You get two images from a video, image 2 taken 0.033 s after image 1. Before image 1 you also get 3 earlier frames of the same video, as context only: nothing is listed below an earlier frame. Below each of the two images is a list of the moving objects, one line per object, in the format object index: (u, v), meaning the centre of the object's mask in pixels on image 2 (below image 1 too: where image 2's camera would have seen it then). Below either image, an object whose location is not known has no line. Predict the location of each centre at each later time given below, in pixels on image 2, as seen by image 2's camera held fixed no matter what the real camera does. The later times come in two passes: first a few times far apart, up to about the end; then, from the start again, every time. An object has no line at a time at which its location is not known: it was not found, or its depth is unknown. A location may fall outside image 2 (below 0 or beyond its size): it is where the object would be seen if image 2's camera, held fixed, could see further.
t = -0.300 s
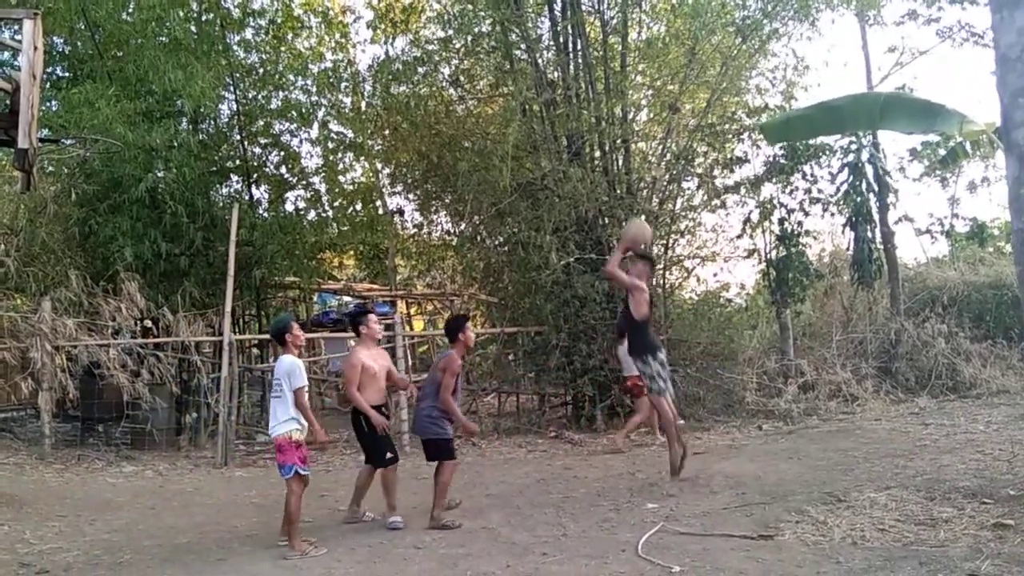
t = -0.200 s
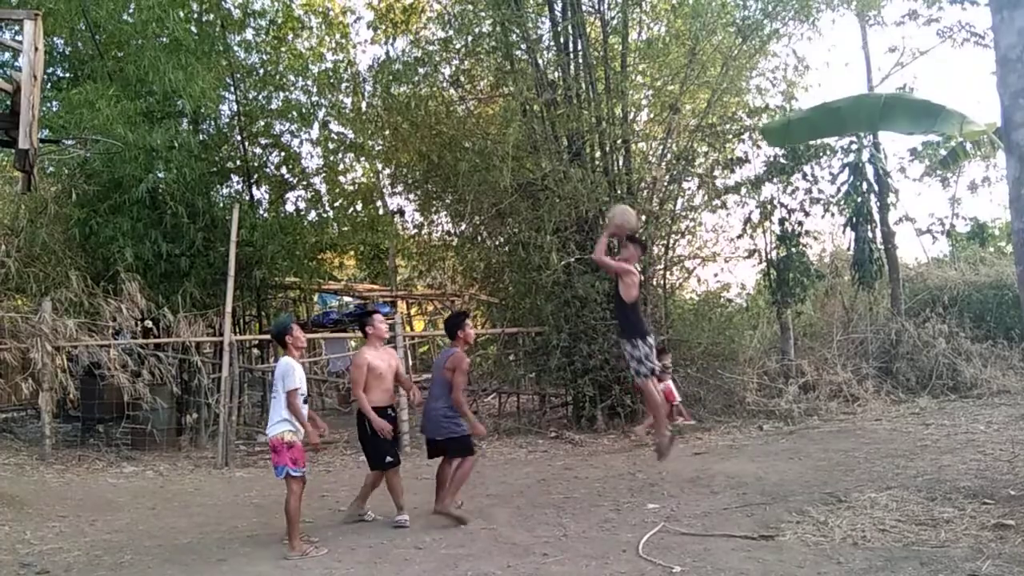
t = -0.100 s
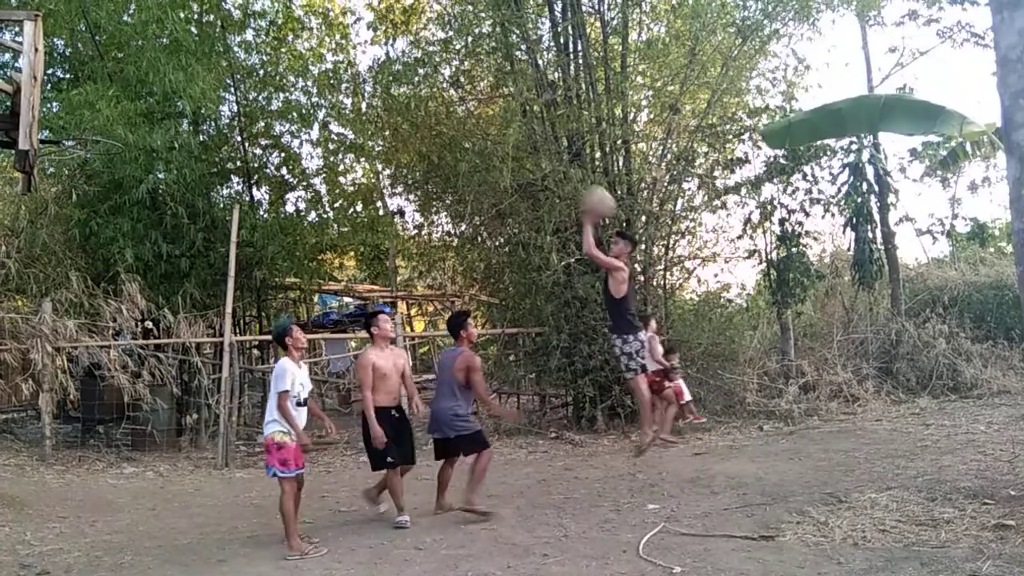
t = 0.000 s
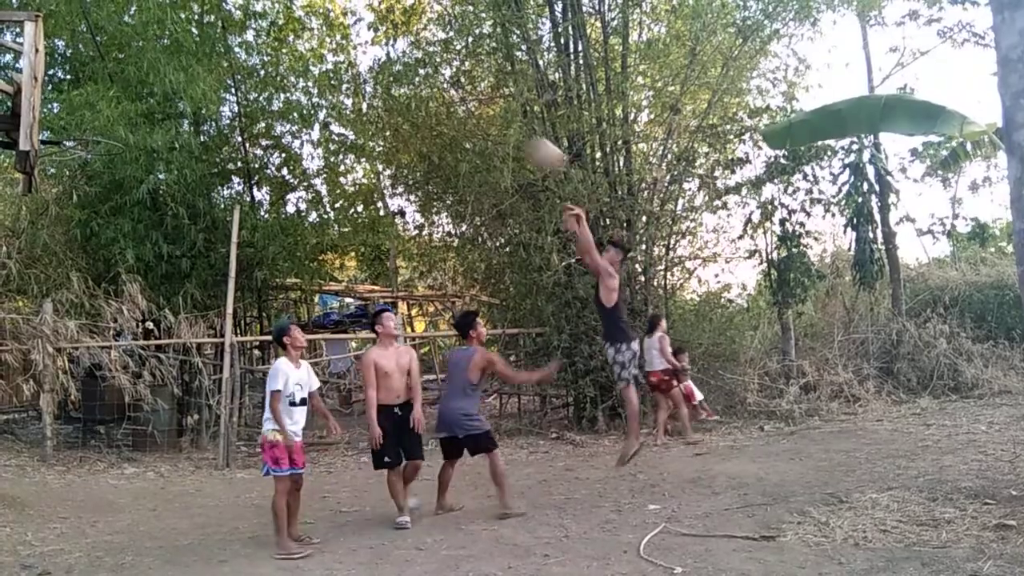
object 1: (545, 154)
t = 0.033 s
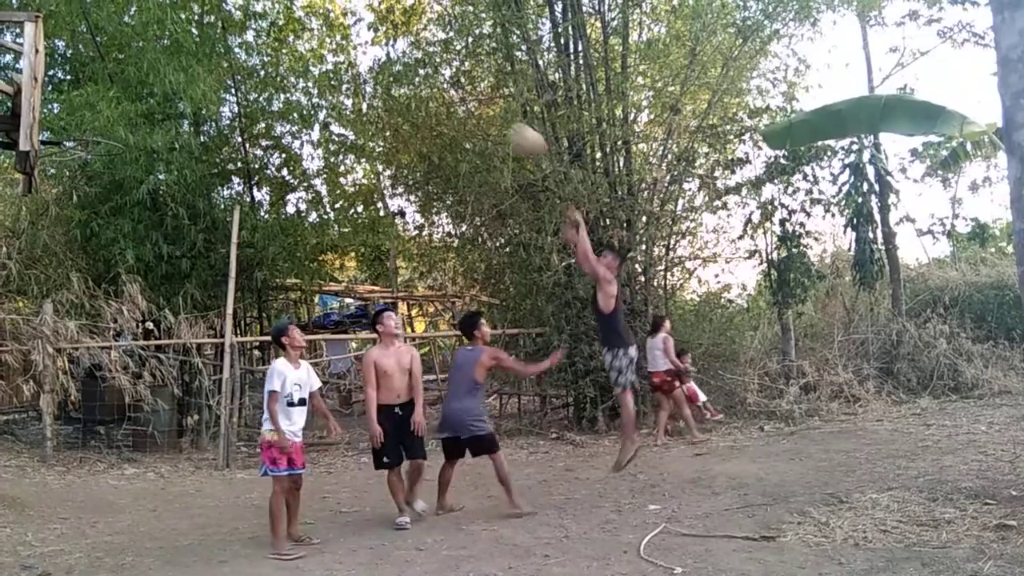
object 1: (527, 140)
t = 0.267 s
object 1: (386, 73)
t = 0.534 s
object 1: (211, 71)
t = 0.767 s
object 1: (90, 133)
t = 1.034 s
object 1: (200, 118)
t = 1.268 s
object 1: (312, 191)
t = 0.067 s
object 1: (505, 127)
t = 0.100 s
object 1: (489, 114)
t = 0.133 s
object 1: (465, 102)
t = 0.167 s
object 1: (445, 93)
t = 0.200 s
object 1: (422, 85)
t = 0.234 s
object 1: (403, 77)
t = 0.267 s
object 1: (386, 73)
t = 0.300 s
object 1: (362, 68)
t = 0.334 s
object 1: (341, 64)
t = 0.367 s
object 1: (314, 62)
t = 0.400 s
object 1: (296, 61)
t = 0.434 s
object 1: (278, 62)
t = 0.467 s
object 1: (255, 64)
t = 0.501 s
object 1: (233, 68)
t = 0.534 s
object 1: (211, 71)
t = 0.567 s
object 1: (190, 79)
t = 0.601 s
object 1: (168, 87)
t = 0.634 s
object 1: (147, 97)
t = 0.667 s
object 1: (123, 109)
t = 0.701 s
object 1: (103, 121)
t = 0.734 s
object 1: (80, 137)
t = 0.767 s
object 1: (90, 133)
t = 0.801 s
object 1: (101, 124)
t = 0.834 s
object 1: (116, 118)
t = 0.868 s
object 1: (130, 115)
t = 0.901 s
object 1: (144, 113)
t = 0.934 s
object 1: (158, 111)
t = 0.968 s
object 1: (172, 112)
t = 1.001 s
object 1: (186, 114)
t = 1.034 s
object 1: (200, 118)
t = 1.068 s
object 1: (215, 124)
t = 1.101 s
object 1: (232, 130)
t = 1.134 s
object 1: (246, 137)
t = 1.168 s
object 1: (261, 148)
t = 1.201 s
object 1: (279, 161)
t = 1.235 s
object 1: (295, 176)
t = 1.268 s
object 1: (312, 191)
